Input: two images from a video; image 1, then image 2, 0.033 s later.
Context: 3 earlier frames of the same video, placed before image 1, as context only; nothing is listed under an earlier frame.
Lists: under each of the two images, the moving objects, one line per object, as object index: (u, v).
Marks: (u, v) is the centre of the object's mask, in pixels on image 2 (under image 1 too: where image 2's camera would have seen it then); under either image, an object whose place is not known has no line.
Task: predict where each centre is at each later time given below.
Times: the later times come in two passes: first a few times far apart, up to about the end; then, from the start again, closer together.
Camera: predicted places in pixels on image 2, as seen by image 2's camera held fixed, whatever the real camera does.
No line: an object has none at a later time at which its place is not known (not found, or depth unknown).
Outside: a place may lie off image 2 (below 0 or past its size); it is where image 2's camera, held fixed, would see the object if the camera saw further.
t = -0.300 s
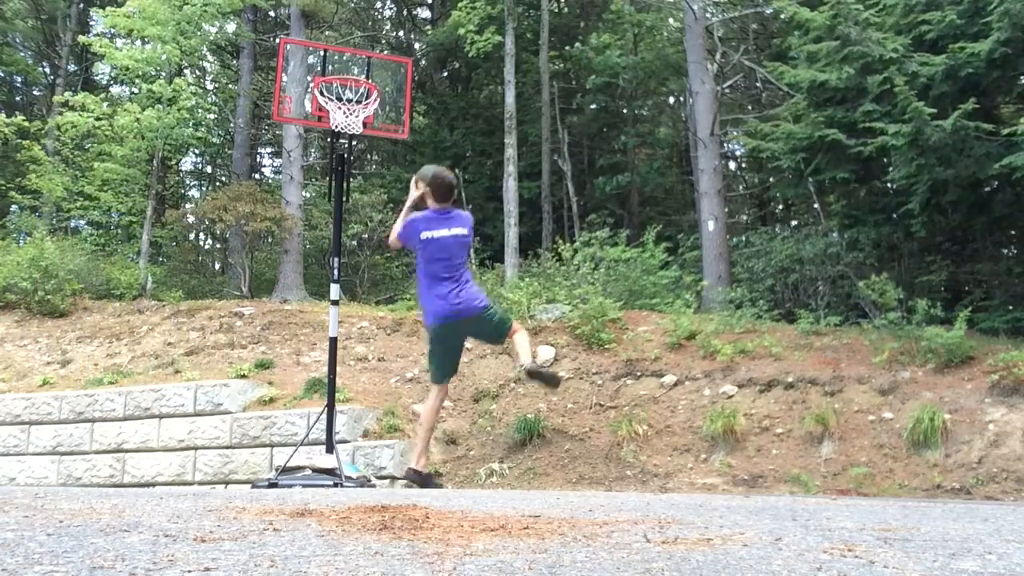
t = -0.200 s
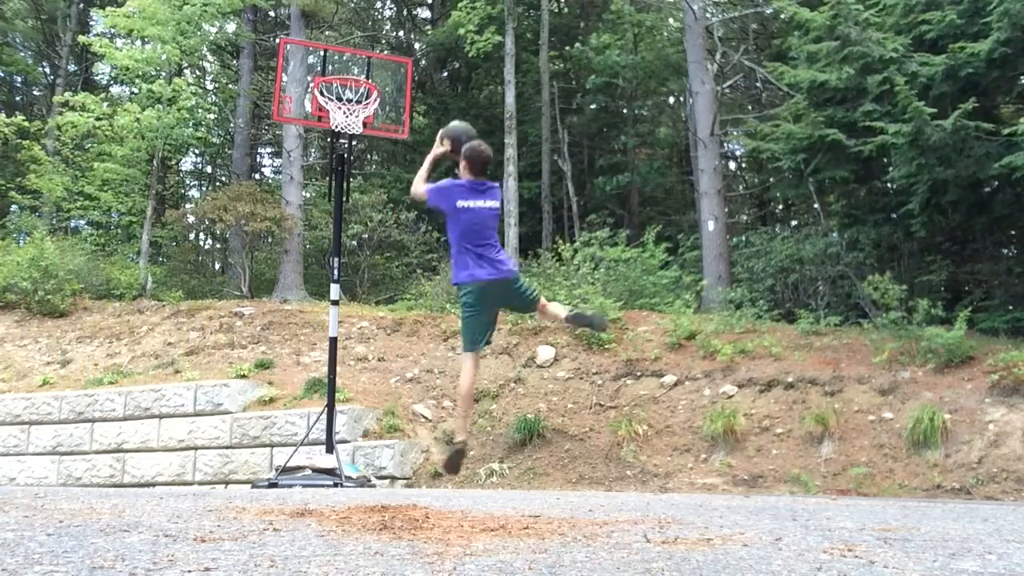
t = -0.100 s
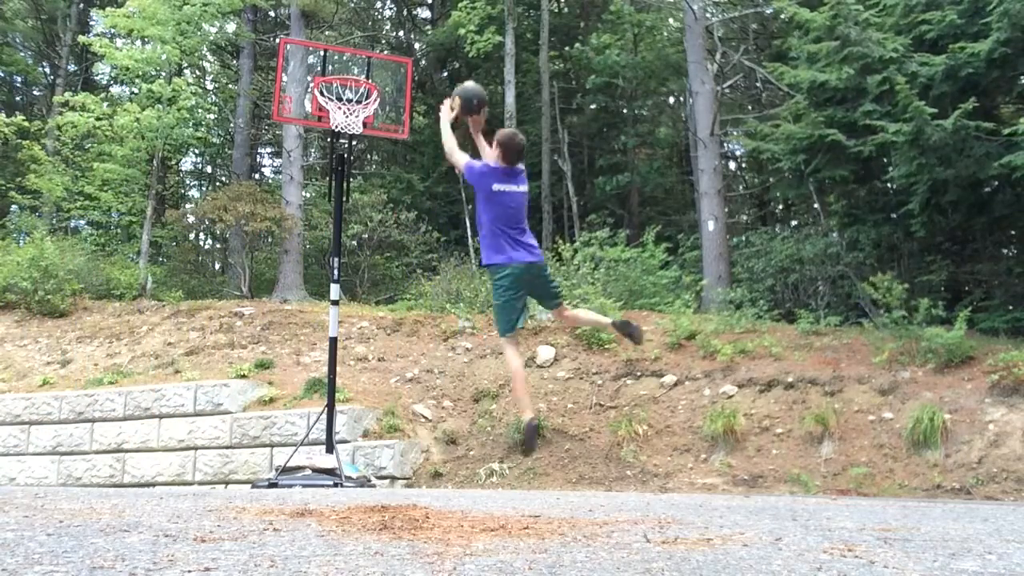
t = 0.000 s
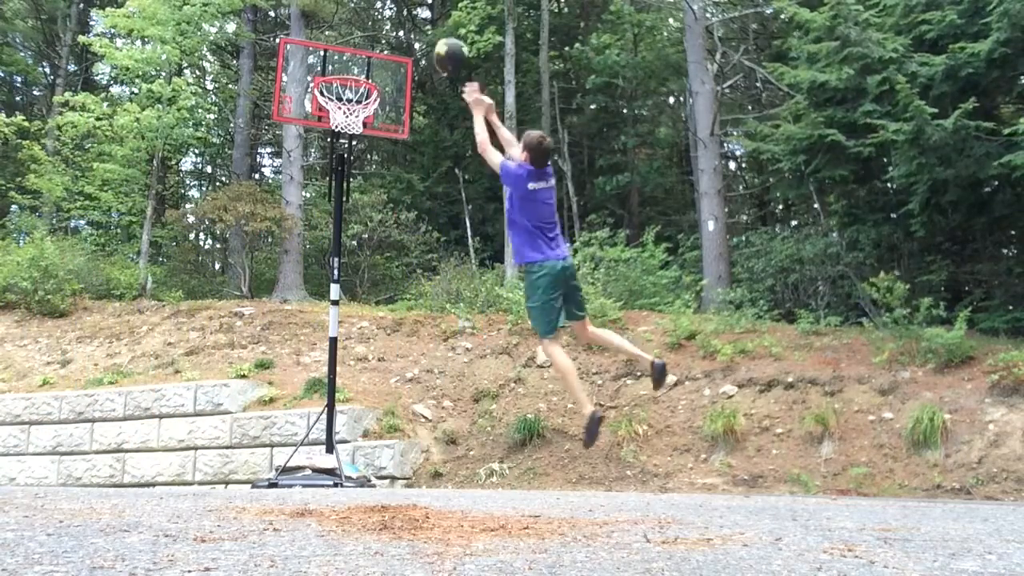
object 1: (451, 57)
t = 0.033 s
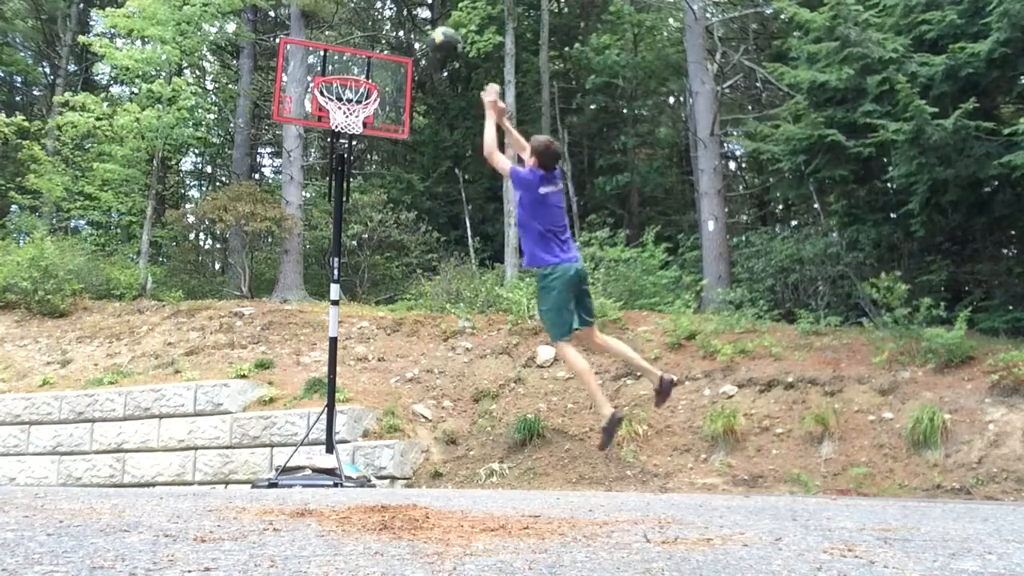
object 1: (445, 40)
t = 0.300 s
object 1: (399, 14)
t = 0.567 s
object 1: (359, 63)
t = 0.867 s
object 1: (343, 112)
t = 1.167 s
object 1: (333, 211)
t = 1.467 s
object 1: (323, 420)
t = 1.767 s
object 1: (331, 350)
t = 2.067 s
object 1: (340, 301)
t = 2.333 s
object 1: (357, 337)
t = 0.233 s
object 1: (412, 14)
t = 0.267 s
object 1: (406, 13)
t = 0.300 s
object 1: (399, 14)
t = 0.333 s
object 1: (394, 17)
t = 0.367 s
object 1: (388, 20)
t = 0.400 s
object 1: (384, 25)
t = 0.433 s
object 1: (379, 30)
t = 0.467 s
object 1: (375, 37)
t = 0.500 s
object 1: (370, 46)
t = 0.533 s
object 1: (364, 55)
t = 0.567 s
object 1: (359, 63)
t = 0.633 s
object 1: (352, 86)
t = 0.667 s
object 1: (346, 92)
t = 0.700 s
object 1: (347, 91)
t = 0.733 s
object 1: (344, 90)
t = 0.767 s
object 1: (343, 89)
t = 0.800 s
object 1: (343, 87)
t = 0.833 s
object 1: (345, 104)
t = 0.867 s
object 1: (343, 112)
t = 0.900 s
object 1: (341, 118)
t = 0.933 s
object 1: (341, 126)
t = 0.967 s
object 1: (341, 131)
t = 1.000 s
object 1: (338, 141)
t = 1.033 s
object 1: (336, 152)
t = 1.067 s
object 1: (336, 166)
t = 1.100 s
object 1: (335, 181)
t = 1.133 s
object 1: (335, 195)
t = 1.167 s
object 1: (333, 211)
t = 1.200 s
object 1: (333, 229)
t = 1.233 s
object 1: (332, 248)
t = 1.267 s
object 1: (331, 269)
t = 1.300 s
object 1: (330, 290)
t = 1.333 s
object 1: (328, 314)
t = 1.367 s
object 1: (327, 340)
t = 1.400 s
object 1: (326, 365)
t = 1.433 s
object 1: (324, 392)
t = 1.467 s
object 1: (323, 420)
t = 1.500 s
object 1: (321, 450)
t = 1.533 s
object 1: (321, 476)
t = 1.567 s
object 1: (323, 458)
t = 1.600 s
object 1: (323, 434)
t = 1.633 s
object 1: (325, 413)
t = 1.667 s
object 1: (327, 394)
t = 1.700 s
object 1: (329, 377)
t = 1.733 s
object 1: (330, 363)
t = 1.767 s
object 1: (331, 350)
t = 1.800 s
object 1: (332, 339)
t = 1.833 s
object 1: (333, 330)
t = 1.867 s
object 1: (334, 321)
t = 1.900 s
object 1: (335, 314)
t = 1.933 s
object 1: (337, 308)
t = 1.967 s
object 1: (337, 305)
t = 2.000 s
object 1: (338, 302)
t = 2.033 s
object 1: (339, 300)
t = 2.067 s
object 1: (340, 301)
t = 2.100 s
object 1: (341, 301)
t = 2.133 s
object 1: (343, 301)
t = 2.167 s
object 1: (346, 304)
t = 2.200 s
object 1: (348, 308)
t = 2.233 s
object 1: (351, 314)
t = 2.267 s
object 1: (352, 320)
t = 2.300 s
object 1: (354, 328)
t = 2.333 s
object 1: (357, 337)
